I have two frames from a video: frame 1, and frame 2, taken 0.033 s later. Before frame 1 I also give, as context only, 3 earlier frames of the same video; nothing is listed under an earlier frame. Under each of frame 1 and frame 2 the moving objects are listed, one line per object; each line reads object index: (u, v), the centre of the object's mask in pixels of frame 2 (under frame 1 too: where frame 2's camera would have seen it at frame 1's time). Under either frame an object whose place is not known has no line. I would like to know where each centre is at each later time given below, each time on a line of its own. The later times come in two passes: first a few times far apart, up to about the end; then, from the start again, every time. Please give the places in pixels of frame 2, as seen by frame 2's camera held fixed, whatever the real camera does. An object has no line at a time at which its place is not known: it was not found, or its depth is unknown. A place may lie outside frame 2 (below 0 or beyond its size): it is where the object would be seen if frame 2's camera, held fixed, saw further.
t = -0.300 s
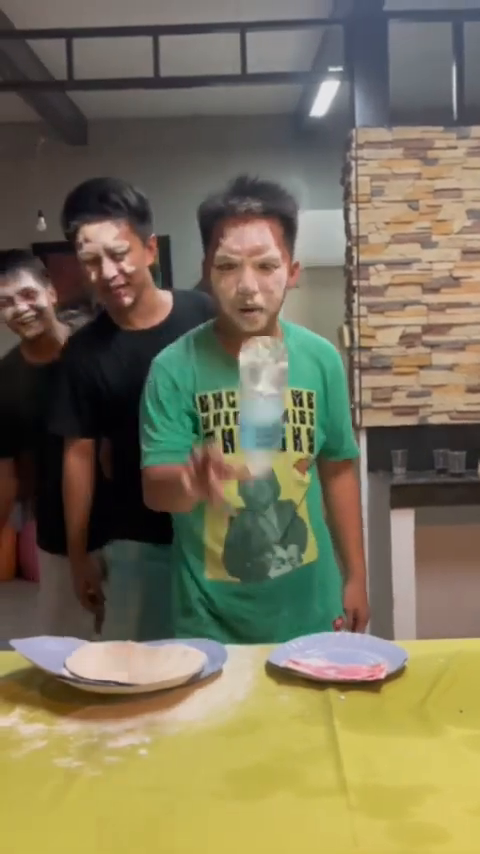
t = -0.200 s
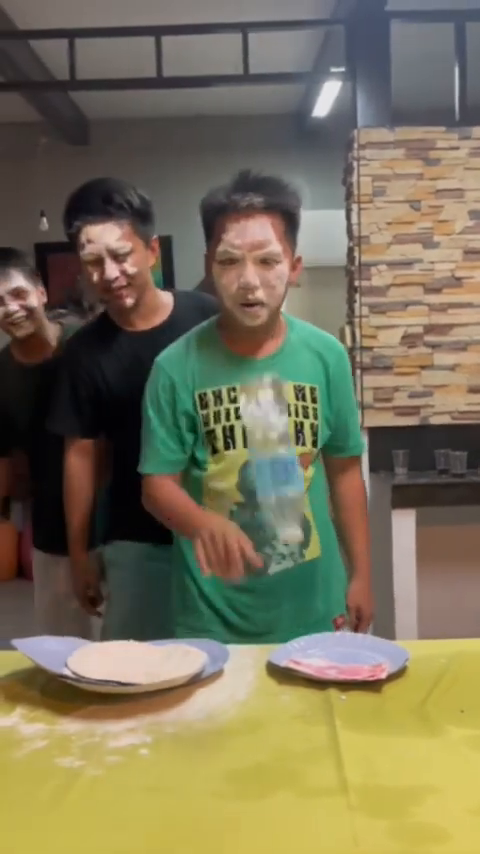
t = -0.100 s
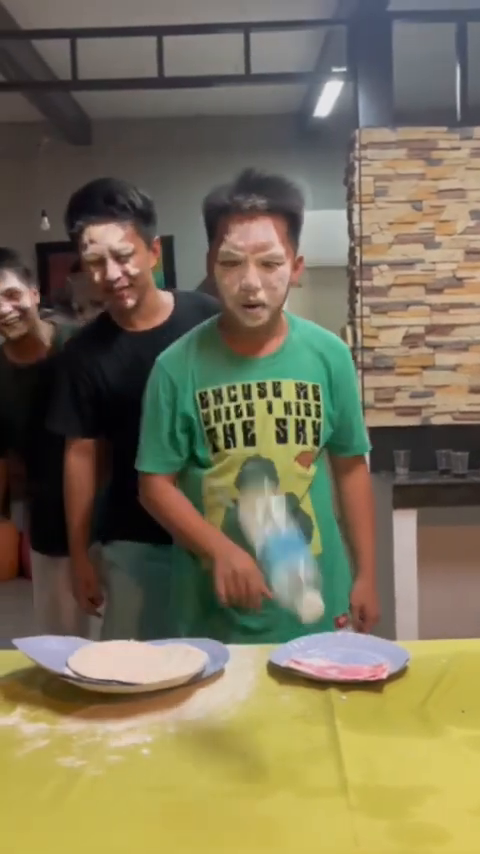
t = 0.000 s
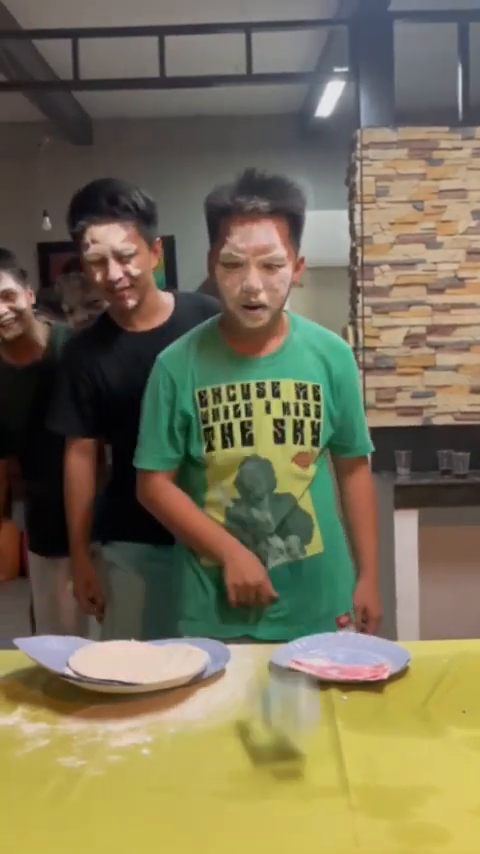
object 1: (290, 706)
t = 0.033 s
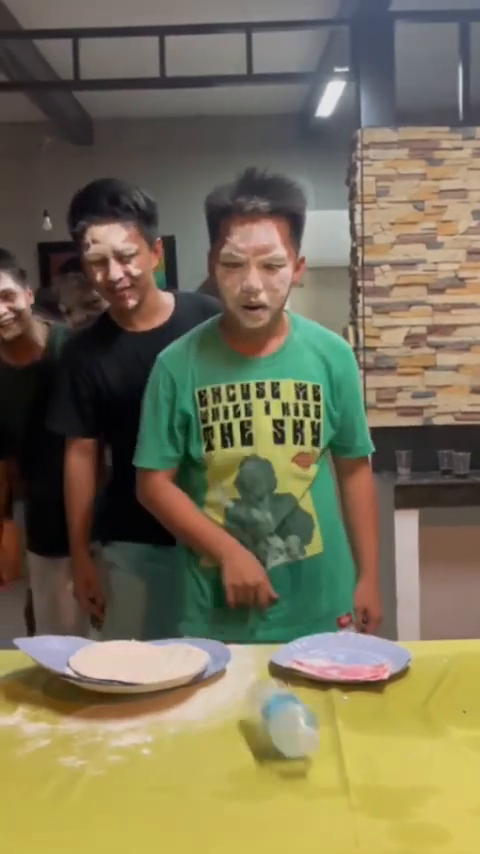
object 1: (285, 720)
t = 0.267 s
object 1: (291, 726)
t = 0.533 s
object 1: (292, 726)
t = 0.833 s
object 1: (288, 726)
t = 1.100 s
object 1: (285, 726)
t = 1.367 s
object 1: (286, 726)
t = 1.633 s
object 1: (286, 726)
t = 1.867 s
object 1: (285, 726)
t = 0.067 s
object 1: (283, 714)
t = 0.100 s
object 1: (283, 712)
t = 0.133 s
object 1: (283, 716)
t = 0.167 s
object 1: (286, 726)
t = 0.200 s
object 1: (286, 726)
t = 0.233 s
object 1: (289, 726)
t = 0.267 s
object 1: (291, 726)
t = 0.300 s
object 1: (292, 726)
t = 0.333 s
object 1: (292, 726)
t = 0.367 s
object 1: (292, 725)
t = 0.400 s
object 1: (292, 725)
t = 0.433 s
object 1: (292, 725)
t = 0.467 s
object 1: (292, 726)
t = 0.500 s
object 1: (292, 726)
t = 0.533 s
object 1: (292, 726)
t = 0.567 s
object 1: (292, 726)
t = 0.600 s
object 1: (292, 726)
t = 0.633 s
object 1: (292, 726)
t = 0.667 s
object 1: (291, 726)
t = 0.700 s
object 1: (290, 726)
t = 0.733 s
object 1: (290, 726)
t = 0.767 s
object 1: (289, 726)
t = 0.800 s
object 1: (288, 726)
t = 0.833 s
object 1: (288, 726)
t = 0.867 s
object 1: (287, 726)
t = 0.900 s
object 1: (286, 726)
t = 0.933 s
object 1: (285, 726)
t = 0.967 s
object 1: (285, 726)
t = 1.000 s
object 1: (285, 726)
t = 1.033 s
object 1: (285, 726)
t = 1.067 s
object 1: (285, 726)
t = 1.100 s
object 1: (285, 726)
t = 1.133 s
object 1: (285, 726)
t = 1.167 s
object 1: (285, 726)
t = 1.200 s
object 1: (285, 726)
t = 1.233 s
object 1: (286, 726)
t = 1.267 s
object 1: (286, 726)
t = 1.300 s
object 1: (286, 726)
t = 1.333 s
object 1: (286, 726)
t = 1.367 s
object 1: (286, 726)
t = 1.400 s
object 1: (286, 726)
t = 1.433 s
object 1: (286, 726)
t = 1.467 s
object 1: (286, 726)
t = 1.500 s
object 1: (287, 726)
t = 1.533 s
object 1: (286, 726)
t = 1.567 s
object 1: (286, 726)
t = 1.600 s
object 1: (286, 726)
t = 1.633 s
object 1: (286, 726)
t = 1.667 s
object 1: (285, 726)
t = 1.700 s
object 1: (285, 727)
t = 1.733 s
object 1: (285, 727)
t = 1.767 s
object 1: (284, 727)
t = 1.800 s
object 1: (285, 727)
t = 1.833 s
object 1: (285, 726)
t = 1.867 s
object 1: (285, 726)
